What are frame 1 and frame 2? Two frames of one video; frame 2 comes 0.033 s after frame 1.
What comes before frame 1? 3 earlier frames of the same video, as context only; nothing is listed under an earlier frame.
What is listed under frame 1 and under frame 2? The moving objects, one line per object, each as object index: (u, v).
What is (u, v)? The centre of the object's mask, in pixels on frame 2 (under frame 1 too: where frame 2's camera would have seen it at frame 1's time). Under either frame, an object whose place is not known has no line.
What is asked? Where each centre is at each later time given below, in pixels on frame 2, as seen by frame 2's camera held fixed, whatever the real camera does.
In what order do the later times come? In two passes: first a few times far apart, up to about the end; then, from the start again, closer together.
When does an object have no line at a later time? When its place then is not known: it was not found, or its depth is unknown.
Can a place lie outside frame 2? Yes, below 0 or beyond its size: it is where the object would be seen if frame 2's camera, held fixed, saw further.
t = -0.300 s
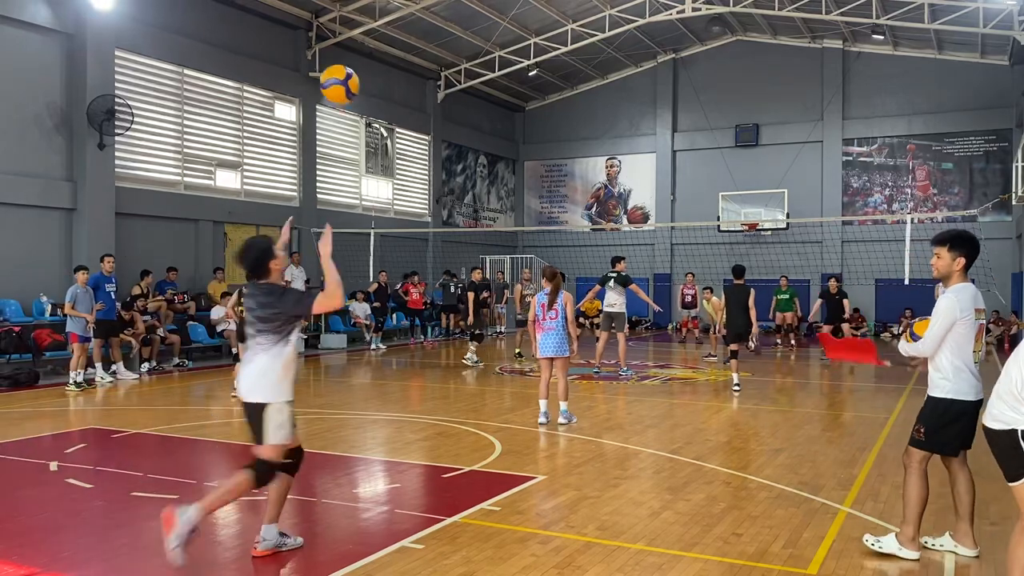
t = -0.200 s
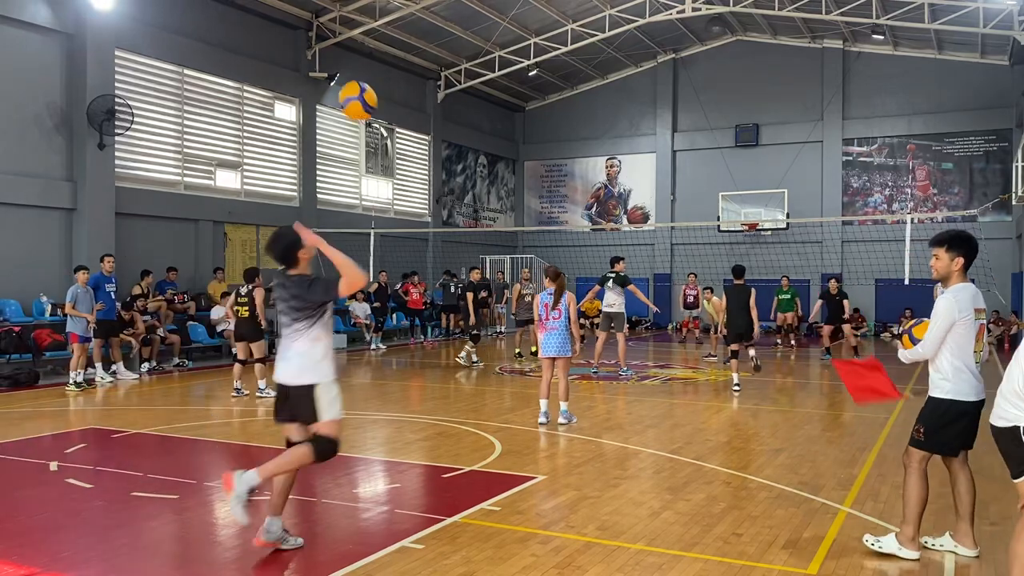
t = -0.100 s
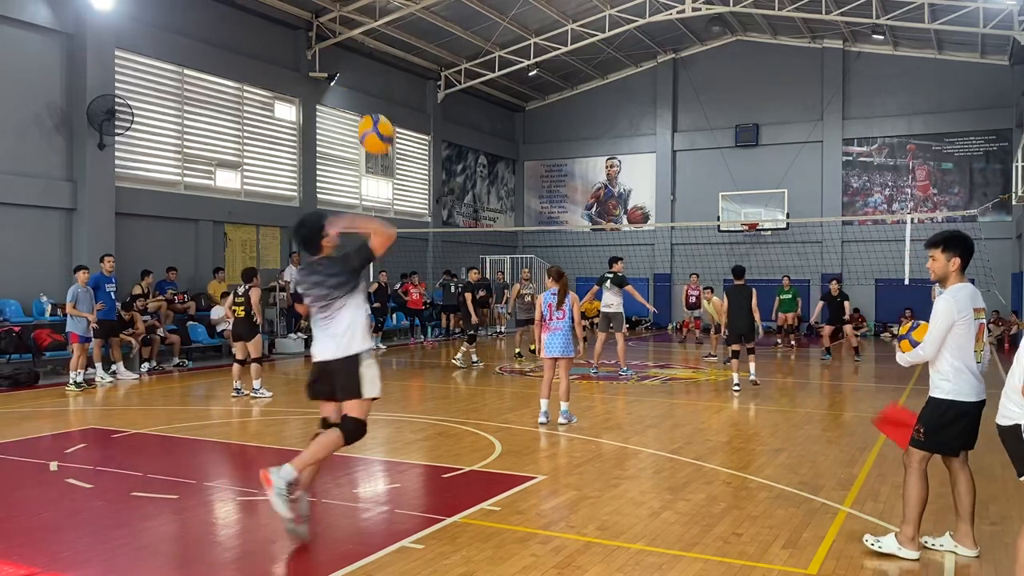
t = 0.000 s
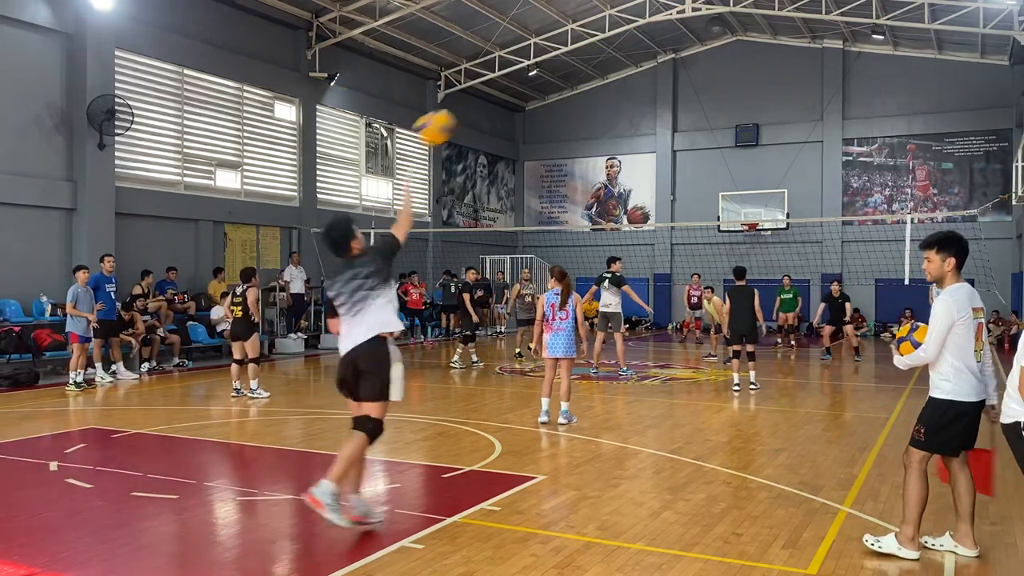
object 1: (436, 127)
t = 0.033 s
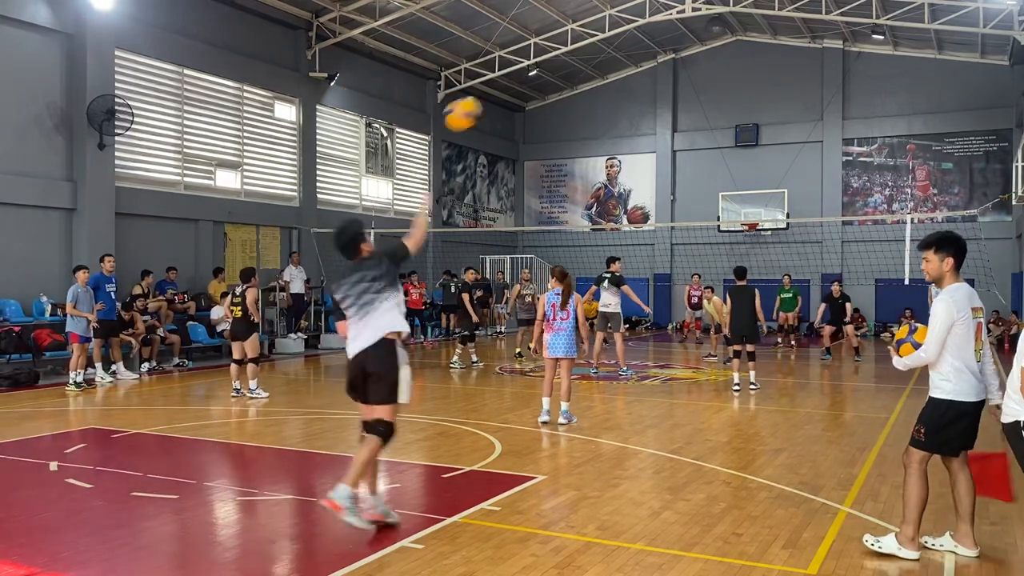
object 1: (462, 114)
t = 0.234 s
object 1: (573, 78)
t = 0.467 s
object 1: (642, 92)
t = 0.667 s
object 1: (678, 128)
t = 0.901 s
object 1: (709, 187)
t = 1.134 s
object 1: (730, 251)
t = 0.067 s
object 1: (486, 103)
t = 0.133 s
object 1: (528, 88)
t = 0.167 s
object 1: (544, 83)
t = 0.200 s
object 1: (560, 80)
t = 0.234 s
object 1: (573, 78)
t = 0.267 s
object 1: (585, 78)
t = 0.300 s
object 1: (597, 78)
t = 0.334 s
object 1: (607, 80)
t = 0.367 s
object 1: (617, 82)
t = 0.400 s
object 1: (625, 85)
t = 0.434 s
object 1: (634, 88)
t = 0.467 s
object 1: (642, 92)
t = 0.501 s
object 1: (649, 97)
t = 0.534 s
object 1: (656, 102)
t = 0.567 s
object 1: (662, 108)
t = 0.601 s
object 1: (668, 114)
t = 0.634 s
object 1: (673, 121)
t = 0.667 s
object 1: (678, 128)
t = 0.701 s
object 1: (684, 136)
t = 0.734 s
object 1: (688, 144)
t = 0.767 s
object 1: (692, 153)
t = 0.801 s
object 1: (696, 161)
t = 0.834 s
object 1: (700, 170)
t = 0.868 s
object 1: (704, 178)
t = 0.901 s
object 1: (709, 187)
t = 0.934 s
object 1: (712, 195)
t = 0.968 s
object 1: (715, 205)
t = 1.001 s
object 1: (719, 214)
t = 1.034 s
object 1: (722, 225)
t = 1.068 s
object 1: (725, 232)
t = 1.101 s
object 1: (728, 242)
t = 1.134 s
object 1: (730, 251)
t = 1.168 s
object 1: (733, 261)
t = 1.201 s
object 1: (735, 271)
